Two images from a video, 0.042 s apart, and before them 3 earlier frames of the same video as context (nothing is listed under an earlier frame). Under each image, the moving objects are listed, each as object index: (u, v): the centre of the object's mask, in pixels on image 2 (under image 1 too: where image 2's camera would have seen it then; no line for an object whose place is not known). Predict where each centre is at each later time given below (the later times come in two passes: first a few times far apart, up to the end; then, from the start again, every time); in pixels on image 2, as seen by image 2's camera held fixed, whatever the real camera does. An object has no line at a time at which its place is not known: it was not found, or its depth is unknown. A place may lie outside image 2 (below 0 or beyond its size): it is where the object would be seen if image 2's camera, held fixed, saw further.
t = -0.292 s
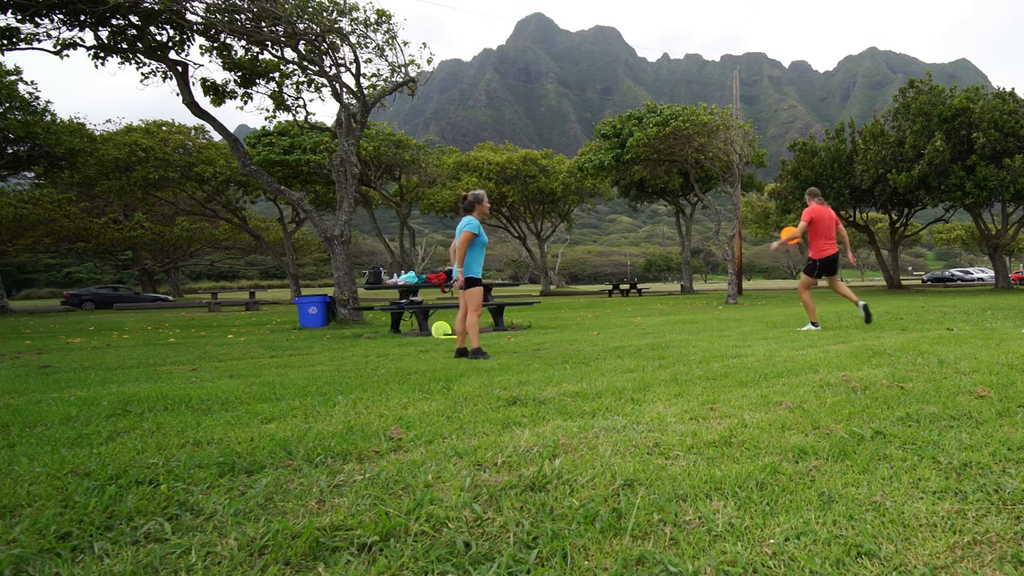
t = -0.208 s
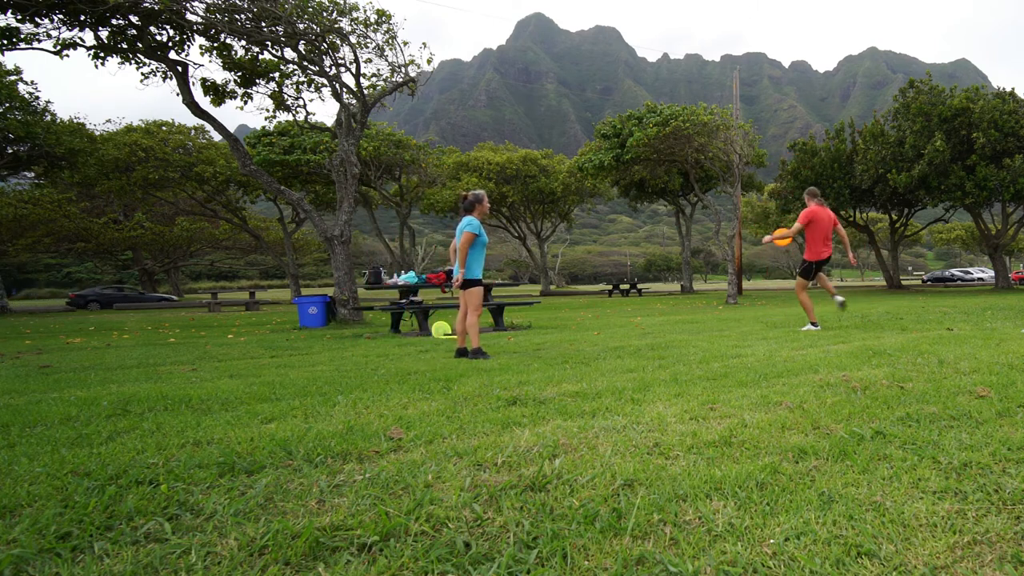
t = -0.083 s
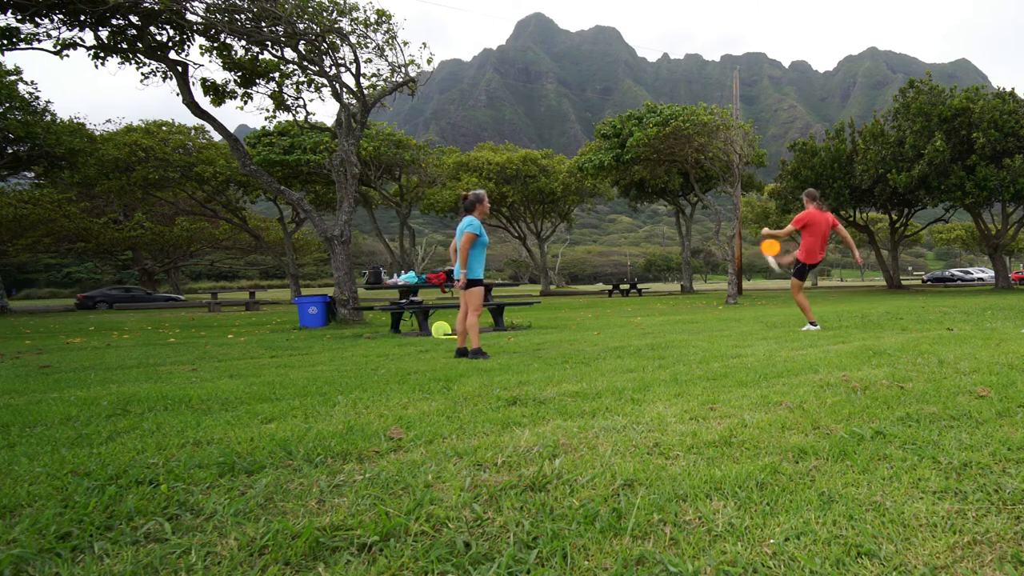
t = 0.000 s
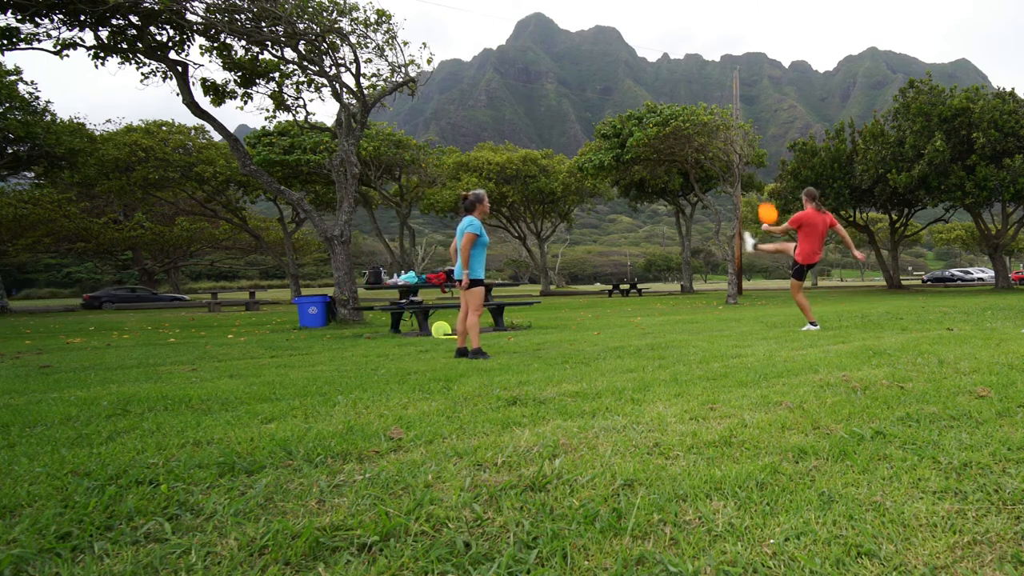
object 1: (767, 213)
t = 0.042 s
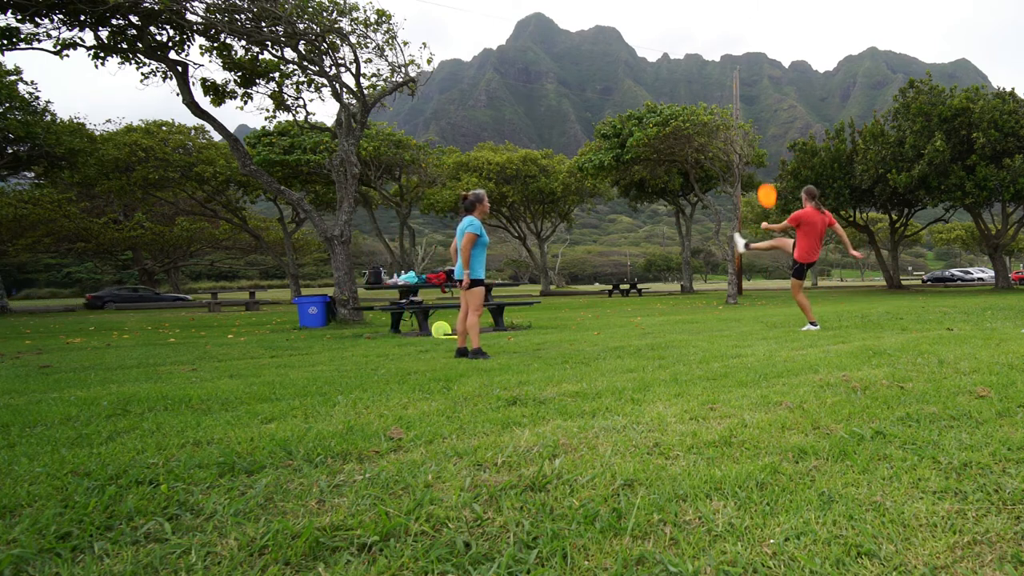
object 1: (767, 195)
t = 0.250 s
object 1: (764, 122)
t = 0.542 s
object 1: (766, 61)
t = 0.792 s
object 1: (775, 55)
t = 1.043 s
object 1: (796, 100)
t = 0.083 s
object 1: (766, 179)
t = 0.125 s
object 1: (765, 164)
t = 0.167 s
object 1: (764, 149)
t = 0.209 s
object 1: (764, 136)
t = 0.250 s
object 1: (764, 122)
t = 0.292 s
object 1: (764, 111)
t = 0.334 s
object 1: (764, 99)
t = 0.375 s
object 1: (763, 90)
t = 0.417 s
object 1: (764, 80)
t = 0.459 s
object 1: (764, 73)
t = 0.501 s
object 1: (765, 66)
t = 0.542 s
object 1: (766, 61)
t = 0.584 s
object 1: (767, 57)
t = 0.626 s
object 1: (767, 54)
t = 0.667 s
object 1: (769, 52)
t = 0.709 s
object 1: (771, 51)
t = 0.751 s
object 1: (773, 53)
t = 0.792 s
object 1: (775, 55)
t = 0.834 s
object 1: (778, 59)
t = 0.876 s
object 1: (781, 64)
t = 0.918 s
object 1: (784, 71)
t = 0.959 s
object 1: (788, 79)
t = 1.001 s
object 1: (792, 89)
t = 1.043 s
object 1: (796, 100)
